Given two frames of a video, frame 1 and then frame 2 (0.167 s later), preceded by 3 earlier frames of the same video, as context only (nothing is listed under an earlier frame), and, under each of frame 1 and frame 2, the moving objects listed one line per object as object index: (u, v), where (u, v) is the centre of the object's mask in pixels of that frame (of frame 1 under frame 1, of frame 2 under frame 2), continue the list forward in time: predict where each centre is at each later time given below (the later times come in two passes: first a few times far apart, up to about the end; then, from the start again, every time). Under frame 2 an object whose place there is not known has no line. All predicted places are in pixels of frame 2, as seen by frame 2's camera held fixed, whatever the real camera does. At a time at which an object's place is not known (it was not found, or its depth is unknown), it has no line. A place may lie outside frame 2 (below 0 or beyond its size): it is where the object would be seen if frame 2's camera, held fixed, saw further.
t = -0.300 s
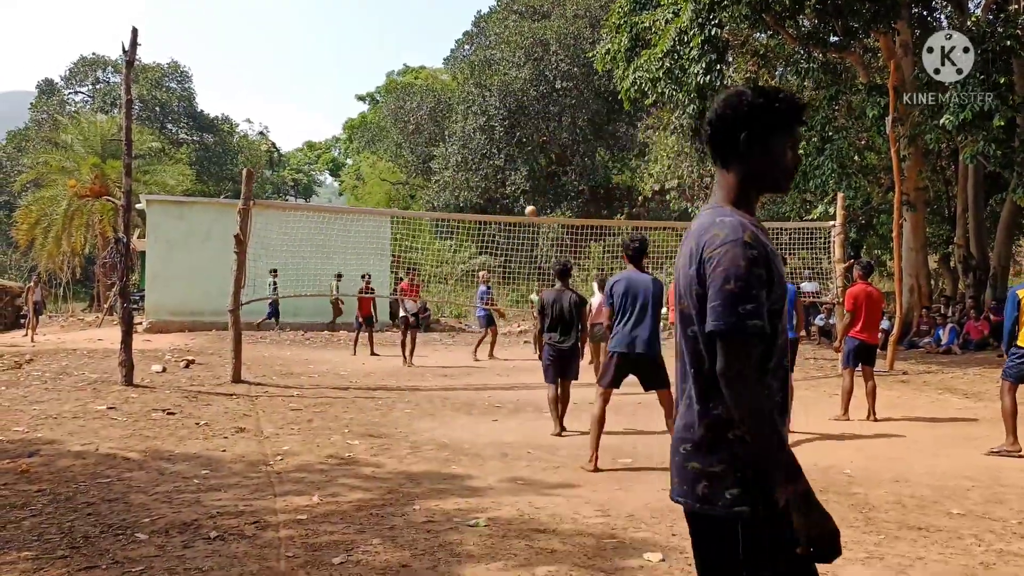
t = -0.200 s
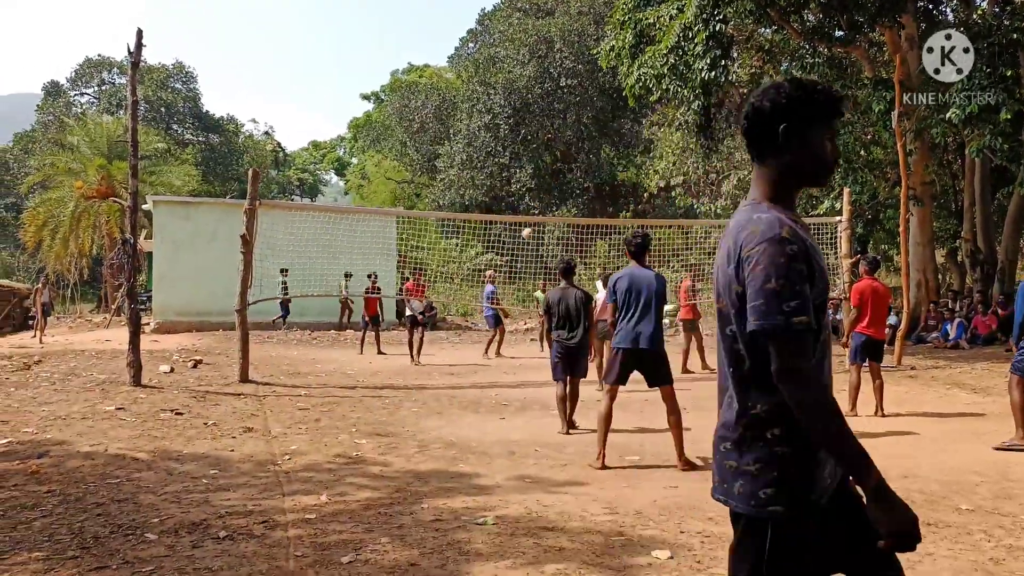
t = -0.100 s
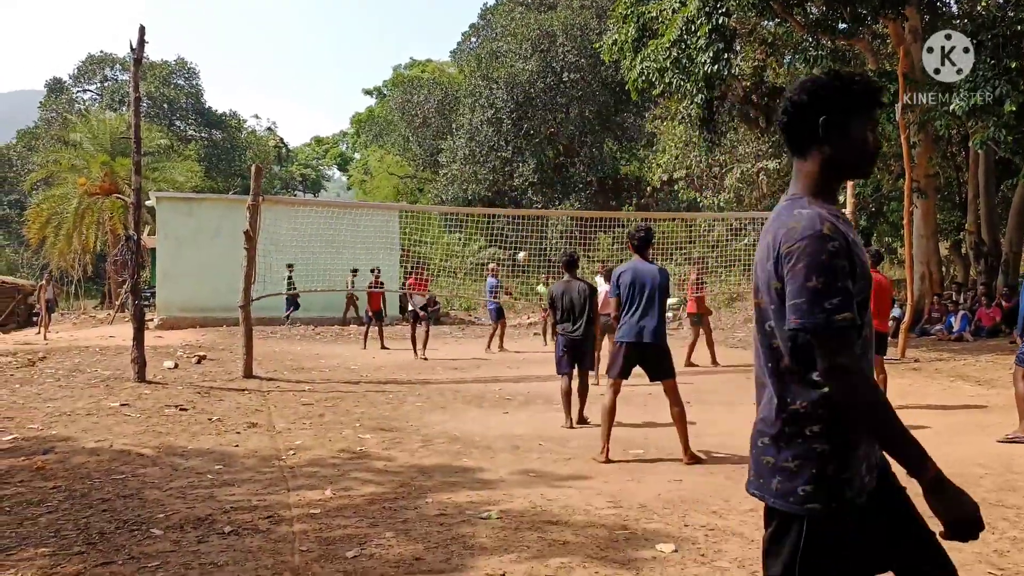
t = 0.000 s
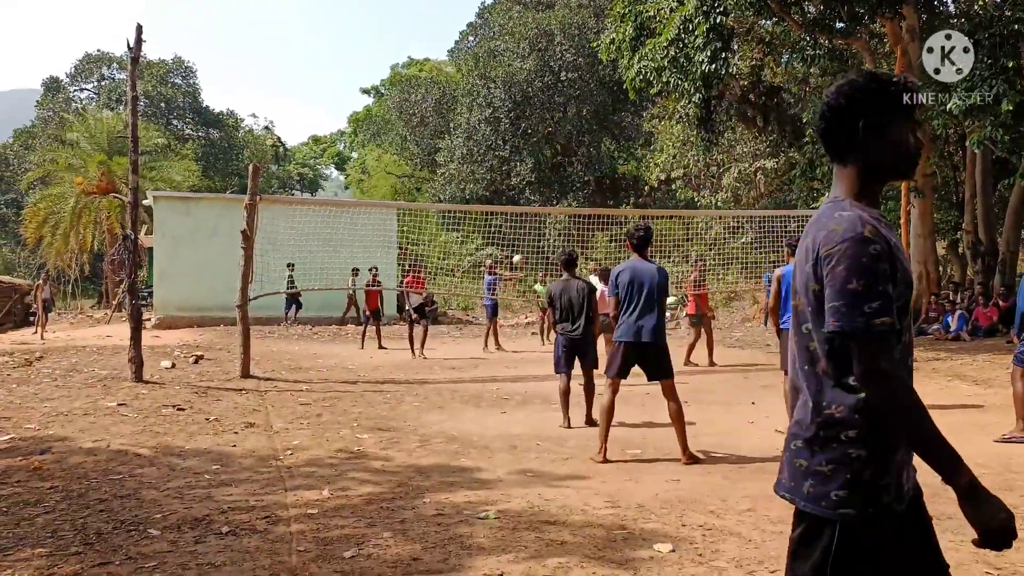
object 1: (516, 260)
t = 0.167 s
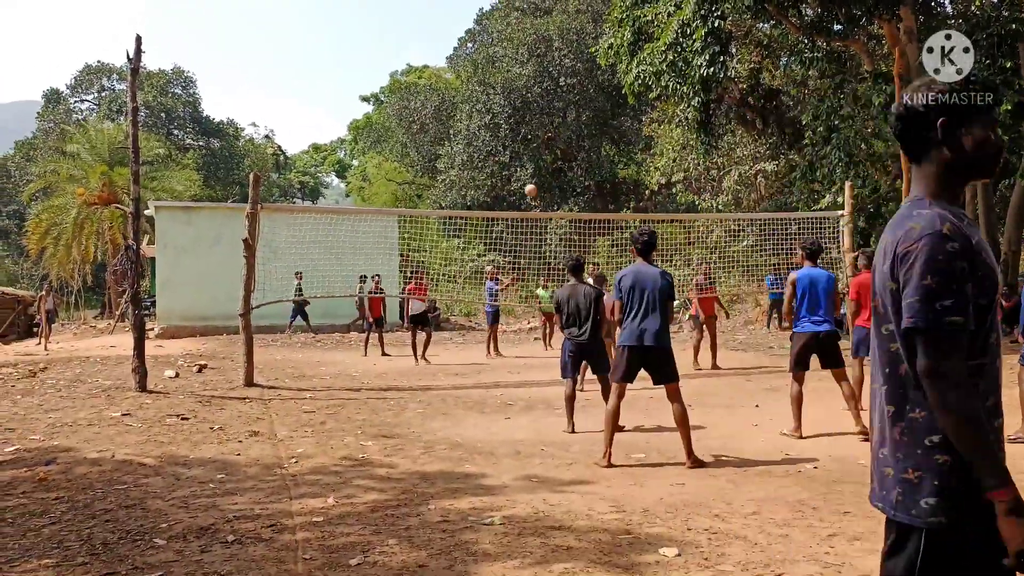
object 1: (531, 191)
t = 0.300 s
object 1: (539, 135)
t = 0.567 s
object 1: (557, 42)
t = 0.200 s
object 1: (533, 177)
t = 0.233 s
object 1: (535, 163)
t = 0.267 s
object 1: (537, 149)
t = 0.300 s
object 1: (539, 135)
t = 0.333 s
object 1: (541, 123)
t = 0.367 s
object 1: (543, 110)
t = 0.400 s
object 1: (545, 98)
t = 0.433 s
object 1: (547, 86)
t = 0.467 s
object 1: (550, 74)
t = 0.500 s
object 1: (552, 63)
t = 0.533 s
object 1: (554, 52)
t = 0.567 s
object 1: (557, 42)
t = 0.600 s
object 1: (560, 32)
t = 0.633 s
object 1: (562, 22)
